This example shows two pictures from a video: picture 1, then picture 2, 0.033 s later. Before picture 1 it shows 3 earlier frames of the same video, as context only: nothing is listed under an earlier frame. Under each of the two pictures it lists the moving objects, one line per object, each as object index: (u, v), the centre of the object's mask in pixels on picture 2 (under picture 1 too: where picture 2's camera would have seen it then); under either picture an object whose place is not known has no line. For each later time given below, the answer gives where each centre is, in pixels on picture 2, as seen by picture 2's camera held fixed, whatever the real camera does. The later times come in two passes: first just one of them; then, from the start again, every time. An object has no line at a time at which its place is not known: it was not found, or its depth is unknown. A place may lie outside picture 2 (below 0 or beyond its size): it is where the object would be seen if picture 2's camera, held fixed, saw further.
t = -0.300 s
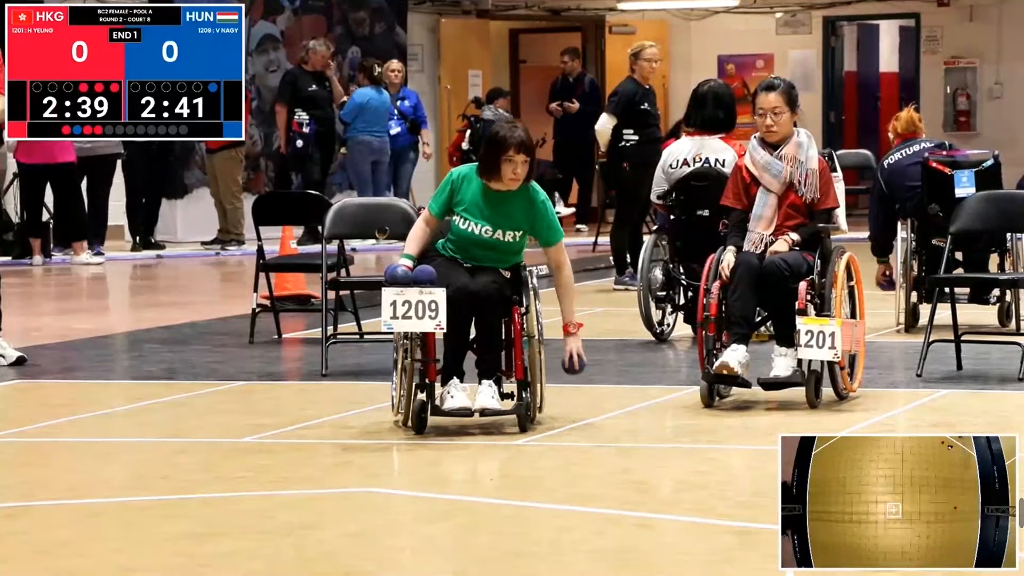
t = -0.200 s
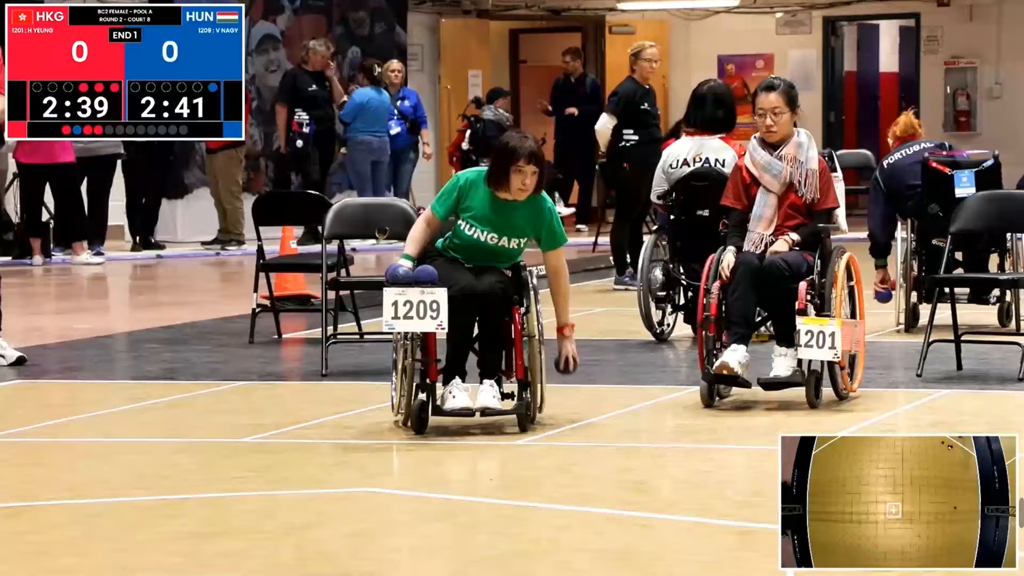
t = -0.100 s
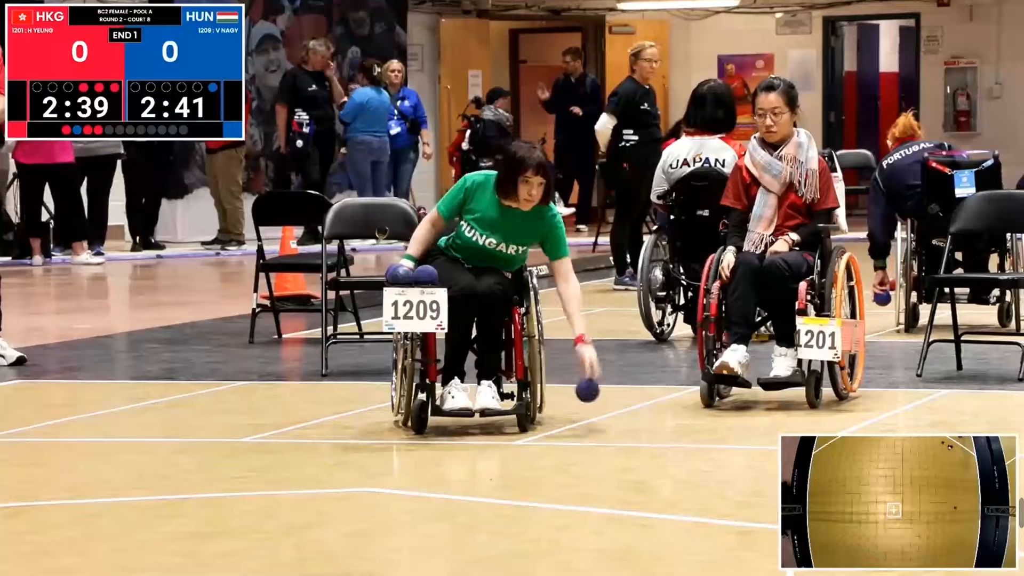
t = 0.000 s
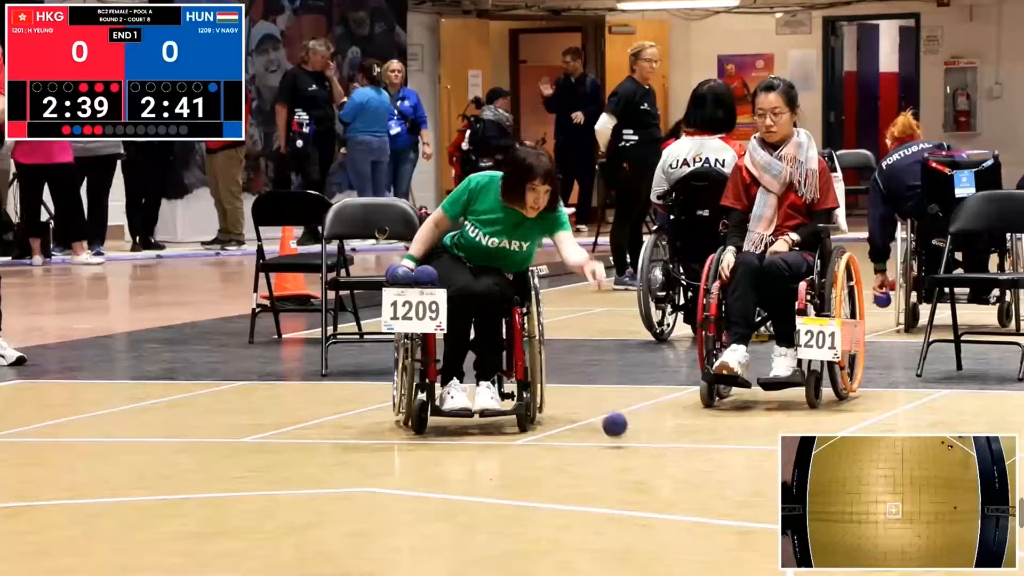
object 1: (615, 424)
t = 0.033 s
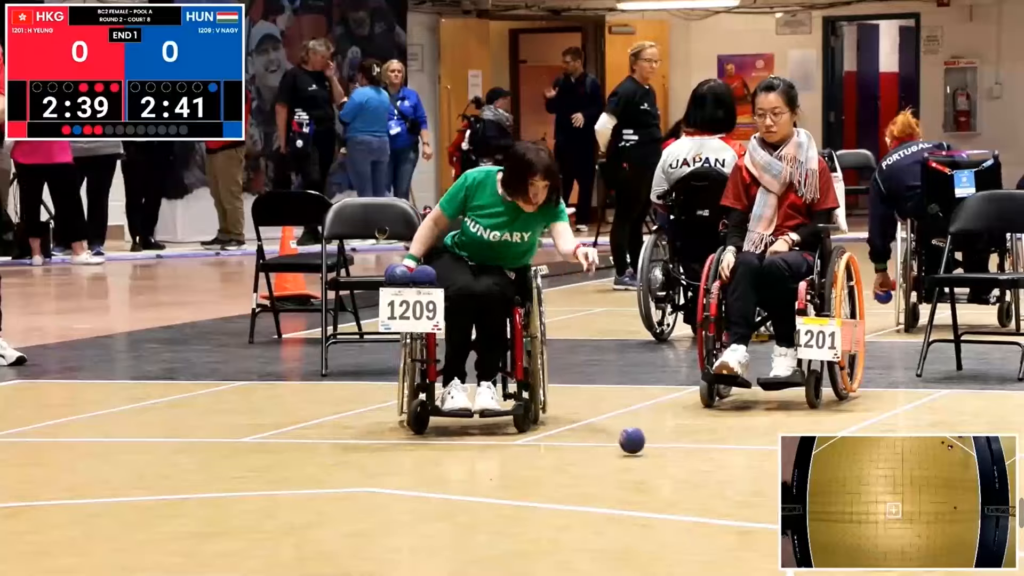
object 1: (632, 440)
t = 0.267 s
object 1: (684, 470)
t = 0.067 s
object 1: (639, 442)
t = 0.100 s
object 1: (647, 448)
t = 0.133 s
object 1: (655, 456)
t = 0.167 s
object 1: (663, 458)
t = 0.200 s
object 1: (670, 461)
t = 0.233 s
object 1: (677, 467)
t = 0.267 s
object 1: (684, 470)
